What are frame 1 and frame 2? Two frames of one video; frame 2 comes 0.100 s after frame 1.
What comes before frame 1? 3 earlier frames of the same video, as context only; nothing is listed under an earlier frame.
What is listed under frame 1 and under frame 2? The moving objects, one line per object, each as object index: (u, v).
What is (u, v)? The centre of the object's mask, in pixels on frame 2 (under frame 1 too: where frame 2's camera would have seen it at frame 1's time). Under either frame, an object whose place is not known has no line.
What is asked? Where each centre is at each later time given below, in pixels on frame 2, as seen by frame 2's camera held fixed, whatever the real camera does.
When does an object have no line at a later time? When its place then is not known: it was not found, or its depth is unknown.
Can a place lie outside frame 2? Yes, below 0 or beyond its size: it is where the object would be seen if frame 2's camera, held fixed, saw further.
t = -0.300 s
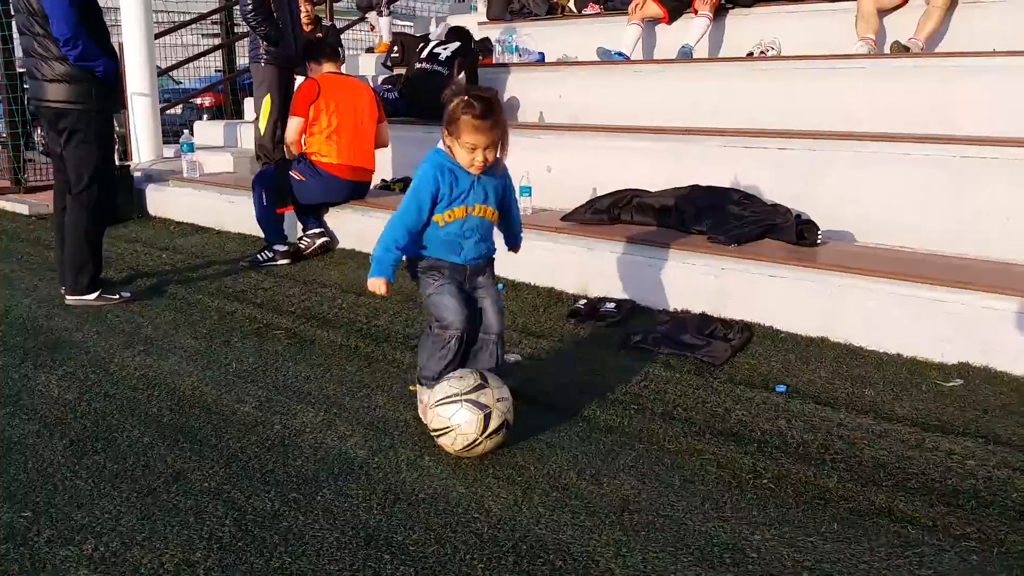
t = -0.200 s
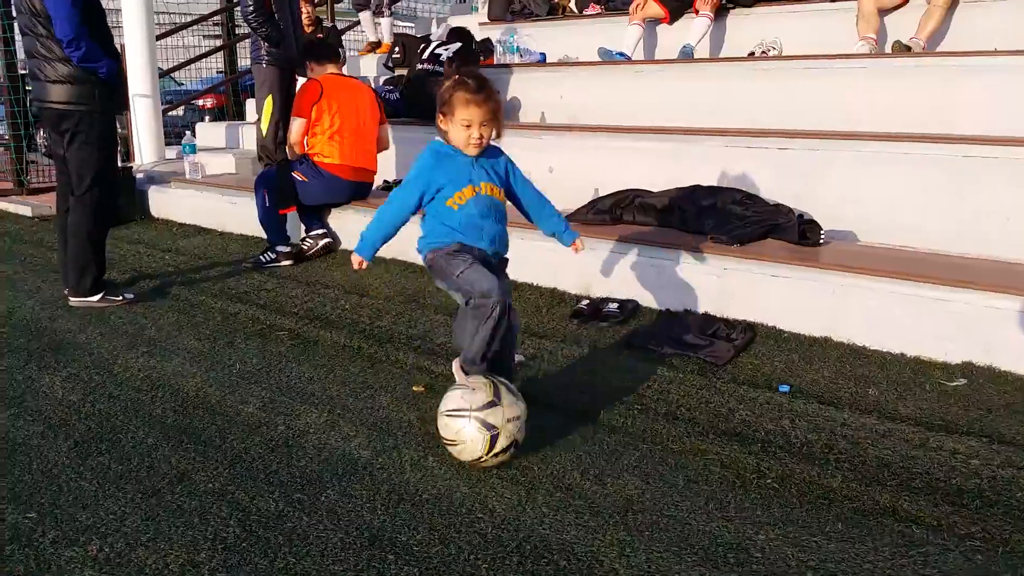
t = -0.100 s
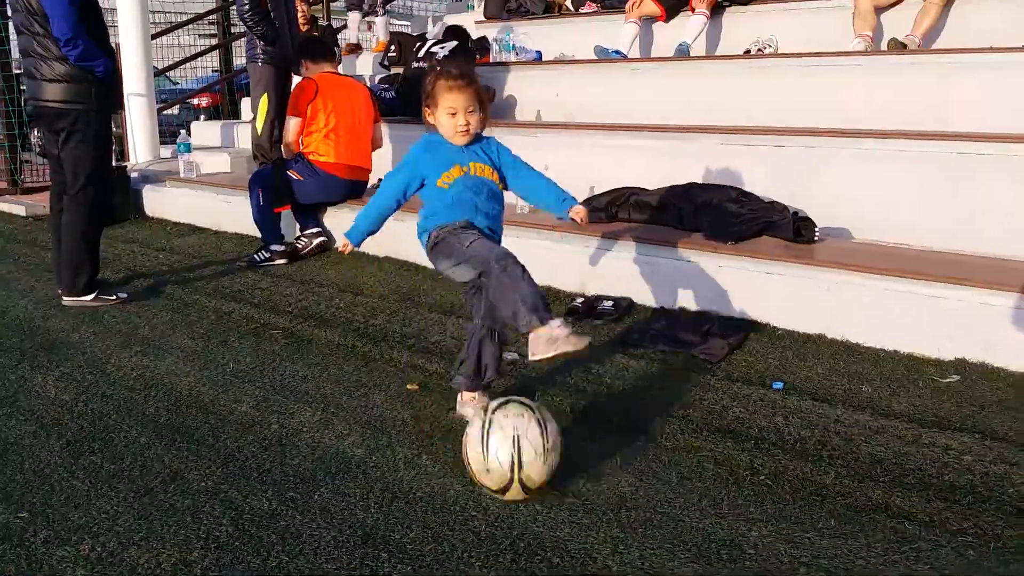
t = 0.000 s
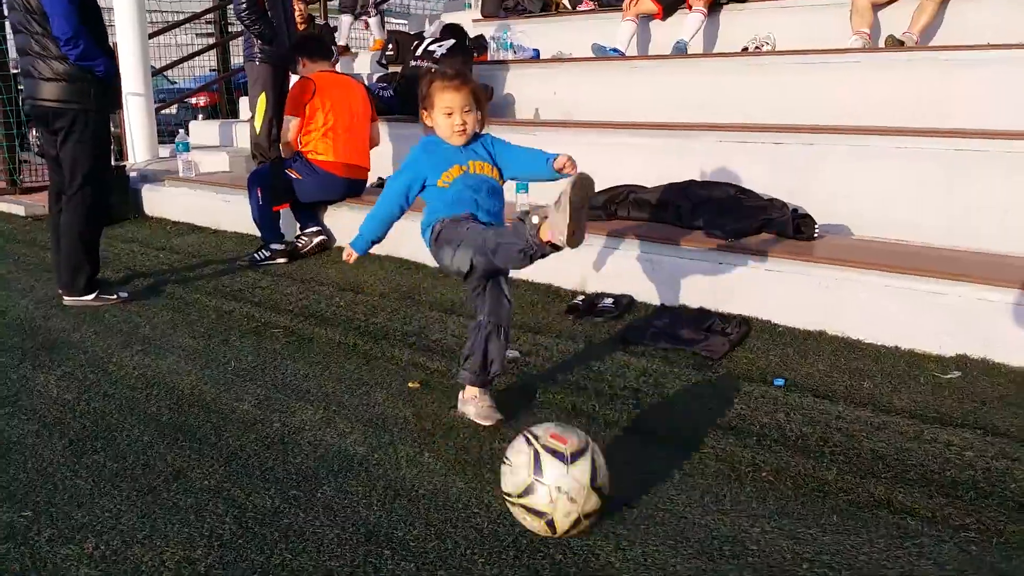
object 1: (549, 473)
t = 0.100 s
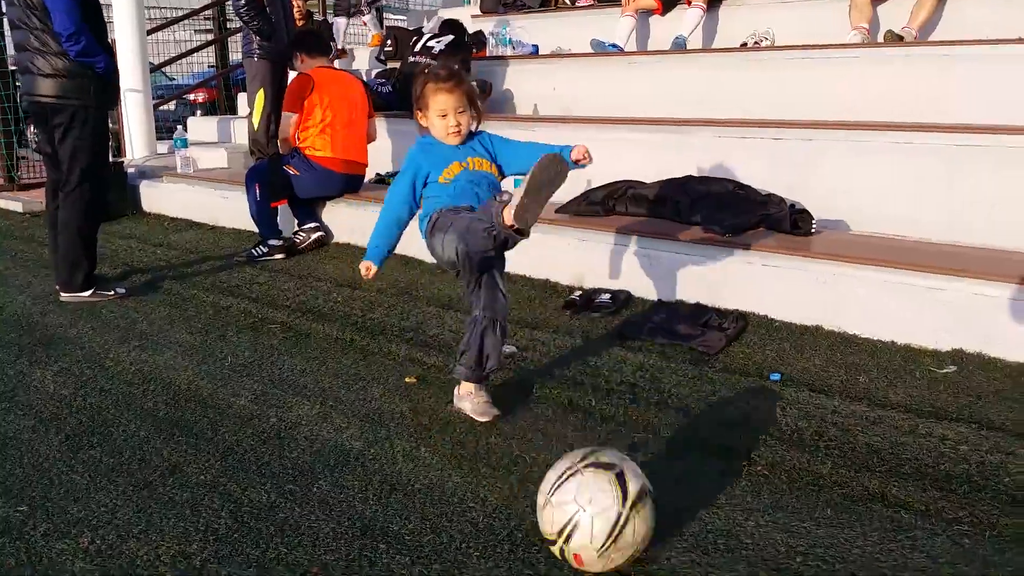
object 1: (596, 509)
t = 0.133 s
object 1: (613, 521)
